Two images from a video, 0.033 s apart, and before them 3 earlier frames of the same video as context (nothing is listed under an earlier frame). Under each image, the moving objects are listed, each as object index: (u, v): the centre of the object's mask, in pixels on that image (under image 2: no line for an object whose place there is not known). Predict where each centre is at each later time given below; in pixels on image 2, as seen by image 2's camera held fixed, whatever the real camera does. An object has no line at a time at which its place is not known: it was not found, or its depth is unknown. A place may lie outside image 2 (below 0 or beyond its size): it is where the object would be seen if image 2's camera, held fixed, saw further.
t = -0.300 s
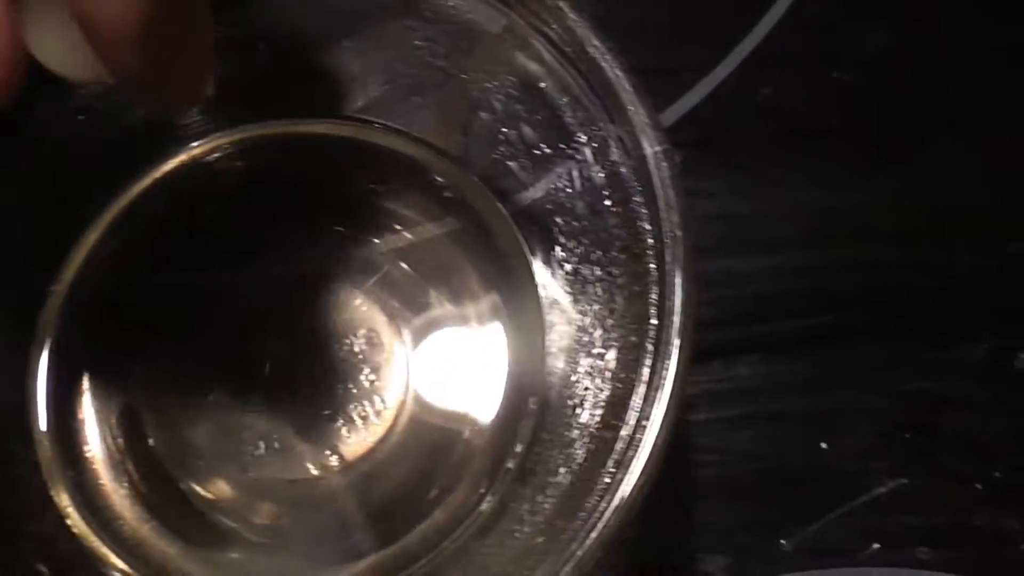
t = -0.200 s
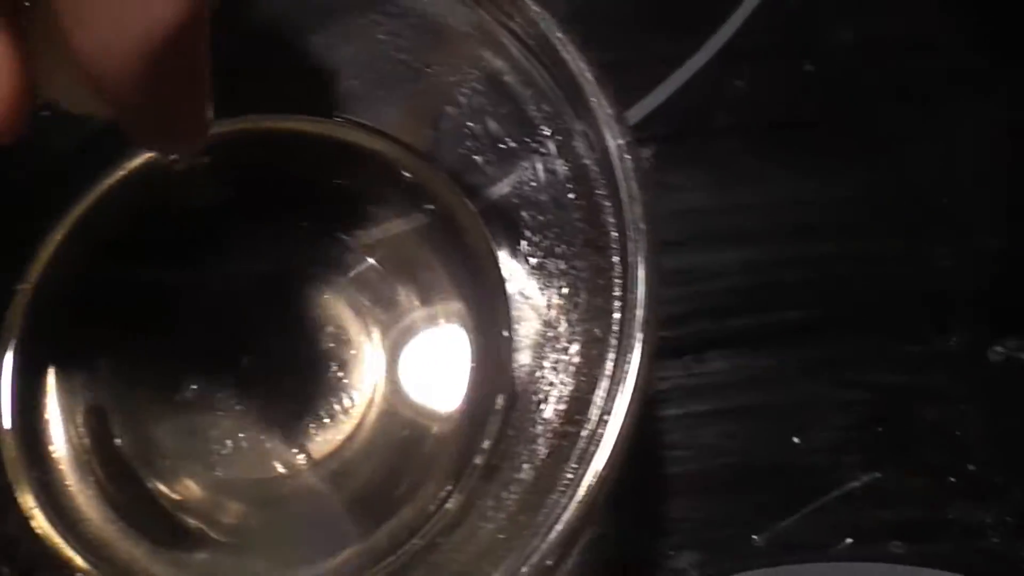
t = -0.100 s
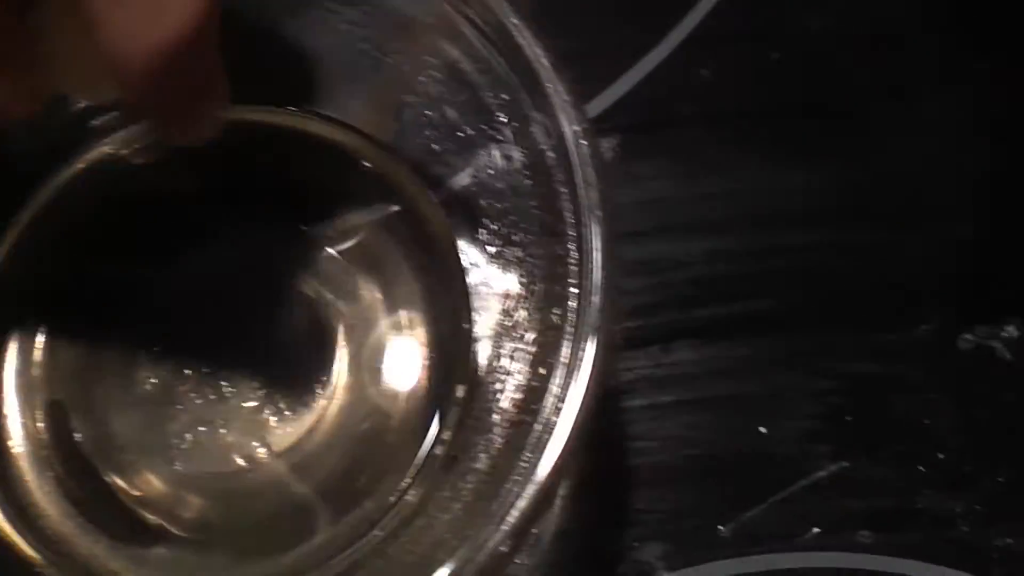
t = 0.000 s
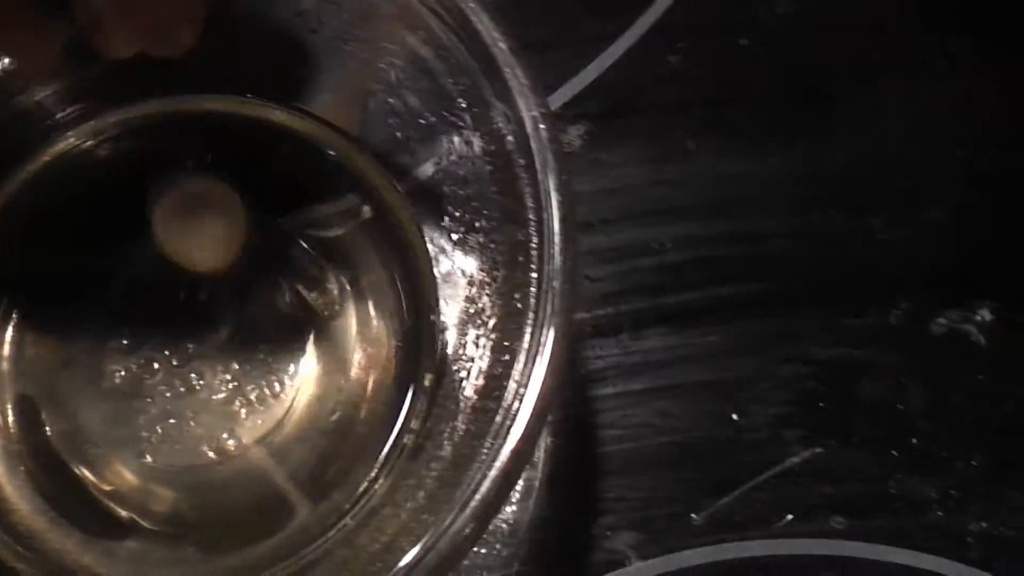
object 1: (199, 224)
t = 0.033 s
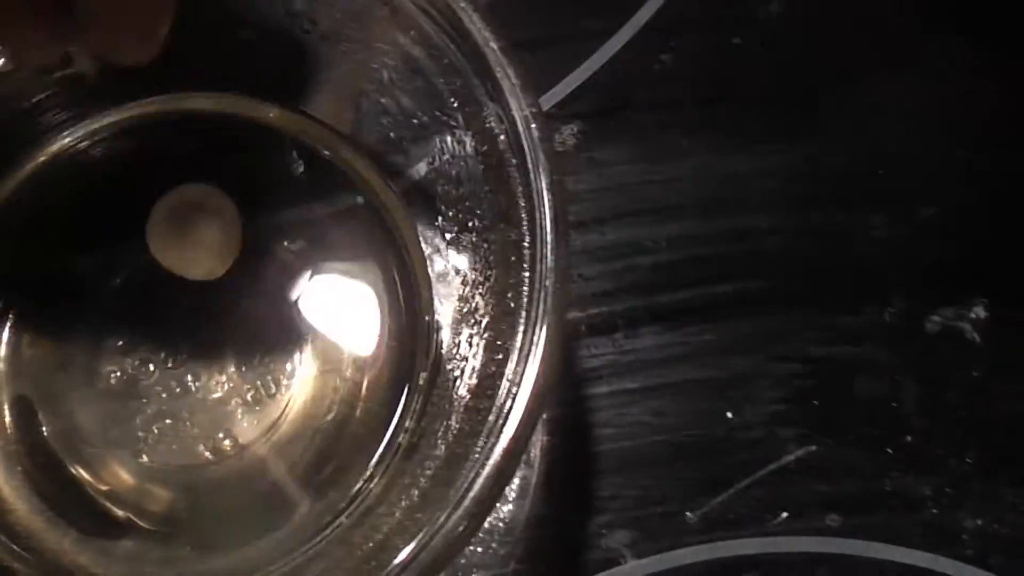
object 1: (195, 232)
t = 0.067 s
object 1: (195, 233)
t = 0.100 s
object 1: (194, 232)
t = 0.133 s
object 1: (190, 229)
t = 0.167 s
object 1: (190, 229)
